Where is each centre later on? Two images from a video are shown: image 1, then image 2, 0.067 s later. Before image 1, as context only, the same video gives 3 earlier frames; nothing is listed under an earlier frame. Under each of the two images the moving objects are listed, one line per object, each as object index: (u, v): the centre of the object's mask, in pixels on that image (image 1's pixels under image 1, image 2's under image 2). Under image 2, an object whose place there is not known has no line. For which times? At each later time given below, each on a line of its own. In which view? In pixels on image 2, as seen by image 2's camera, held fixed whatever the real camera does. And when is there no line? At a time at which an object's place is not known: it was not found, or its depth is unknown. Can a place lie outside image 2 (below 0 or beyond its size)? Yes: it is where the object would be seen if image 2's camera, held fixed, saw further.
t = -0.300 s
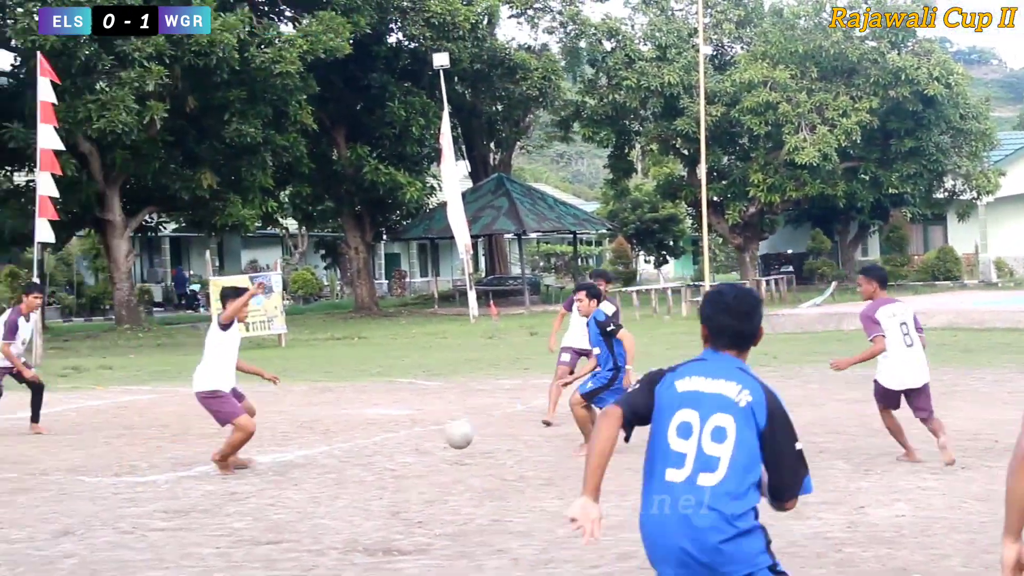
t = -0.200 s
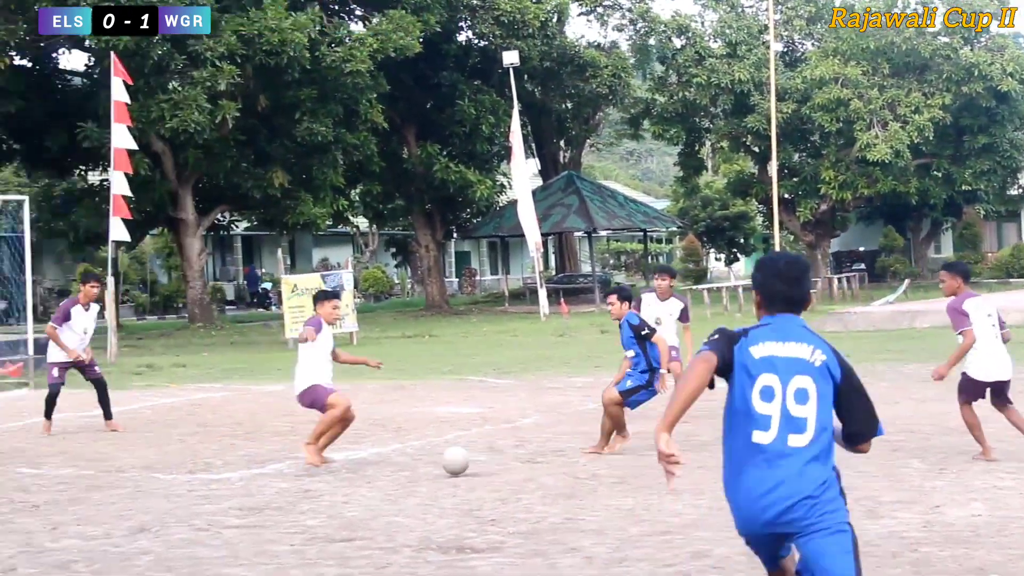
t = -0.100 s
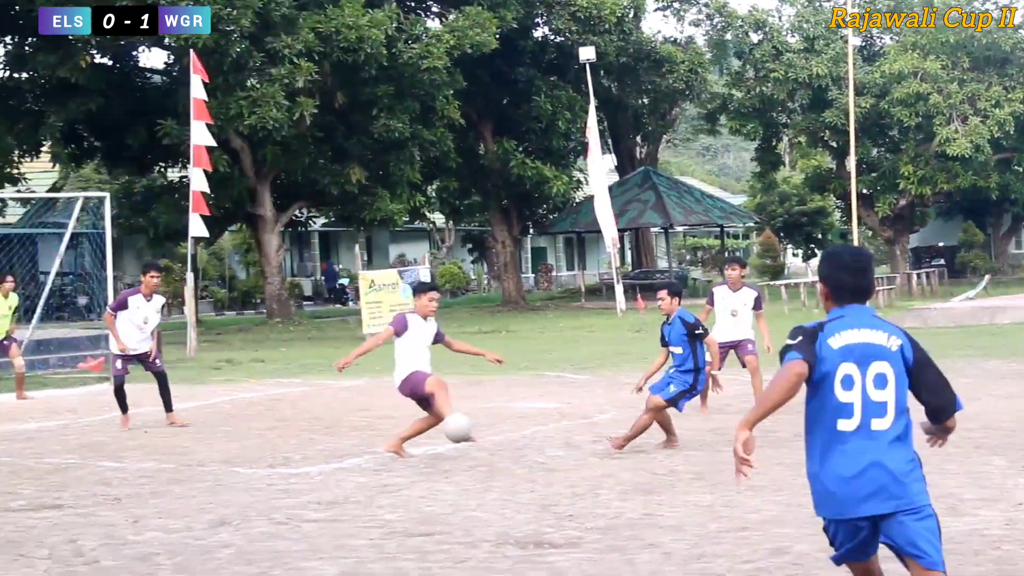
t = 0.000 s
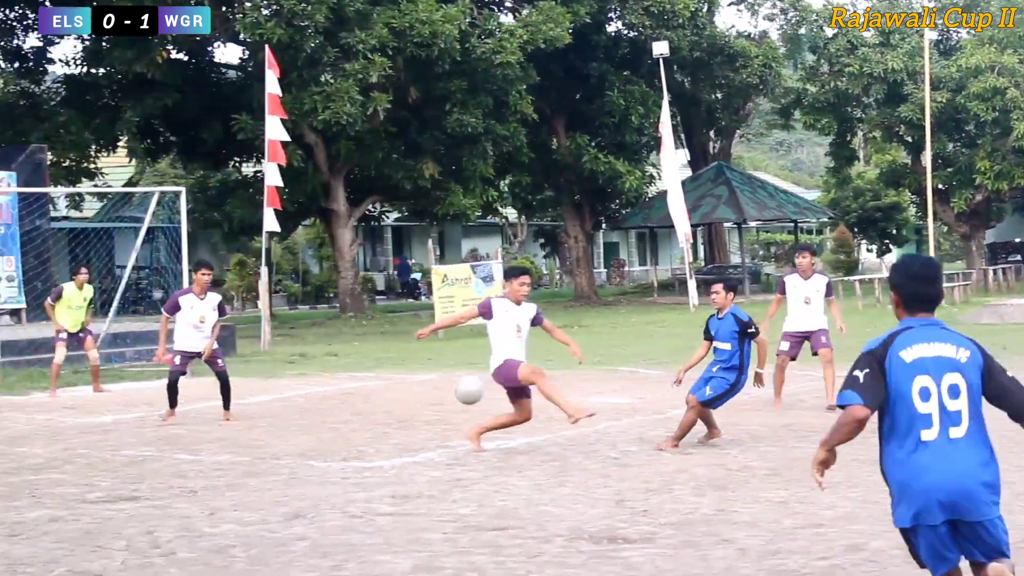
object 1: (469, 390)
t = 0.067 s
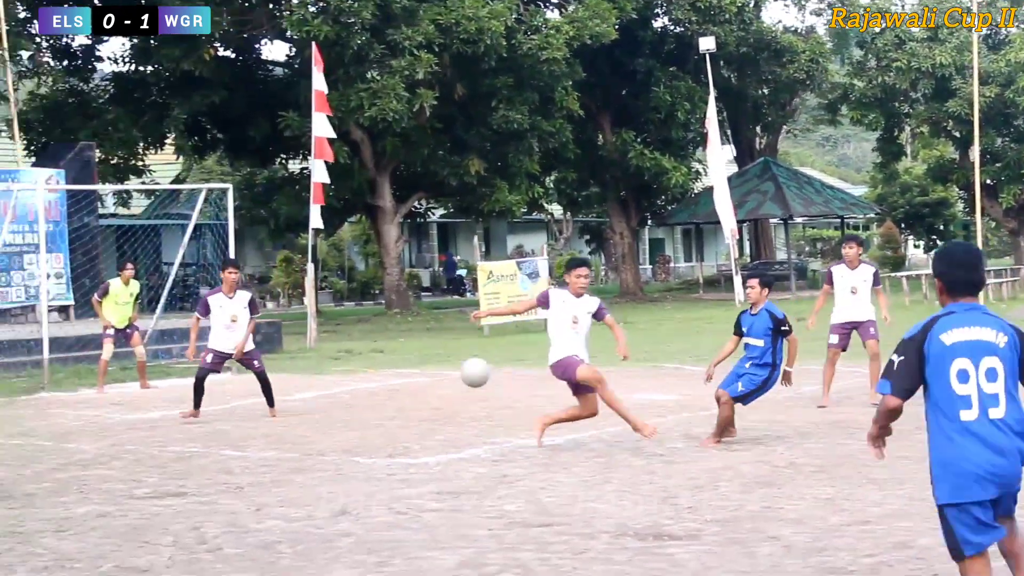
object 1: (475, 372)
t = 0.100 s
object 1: (455, 369)
